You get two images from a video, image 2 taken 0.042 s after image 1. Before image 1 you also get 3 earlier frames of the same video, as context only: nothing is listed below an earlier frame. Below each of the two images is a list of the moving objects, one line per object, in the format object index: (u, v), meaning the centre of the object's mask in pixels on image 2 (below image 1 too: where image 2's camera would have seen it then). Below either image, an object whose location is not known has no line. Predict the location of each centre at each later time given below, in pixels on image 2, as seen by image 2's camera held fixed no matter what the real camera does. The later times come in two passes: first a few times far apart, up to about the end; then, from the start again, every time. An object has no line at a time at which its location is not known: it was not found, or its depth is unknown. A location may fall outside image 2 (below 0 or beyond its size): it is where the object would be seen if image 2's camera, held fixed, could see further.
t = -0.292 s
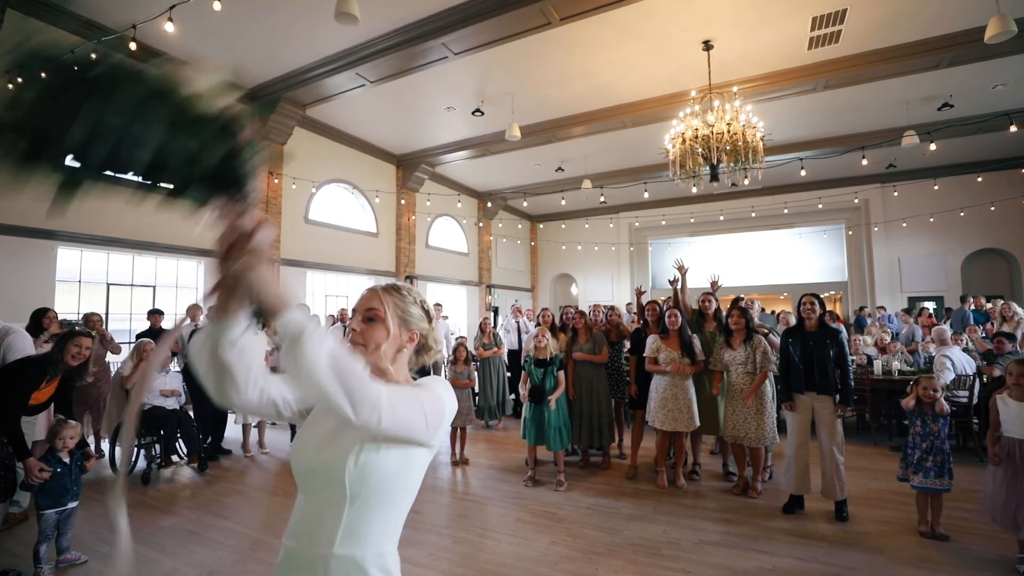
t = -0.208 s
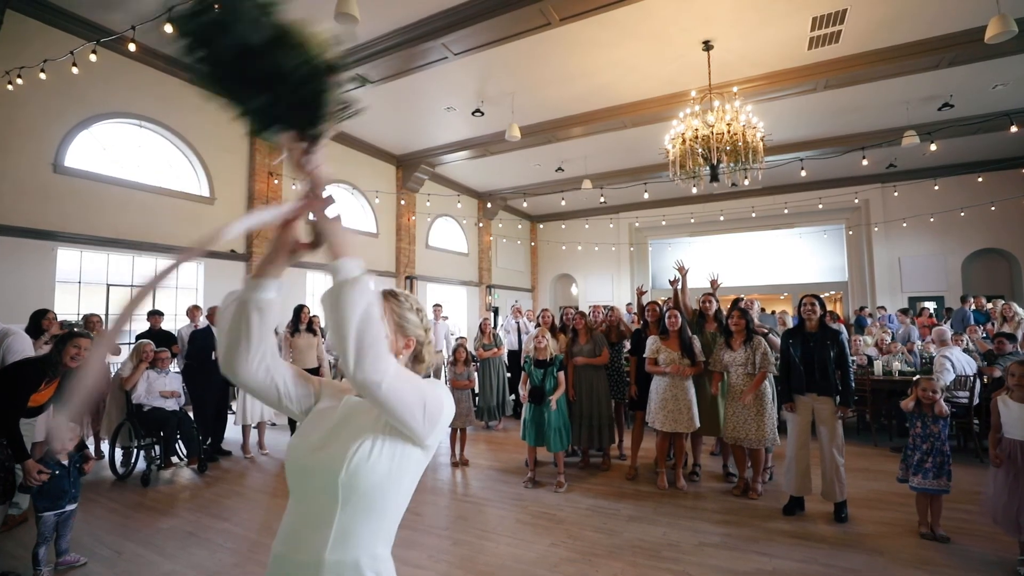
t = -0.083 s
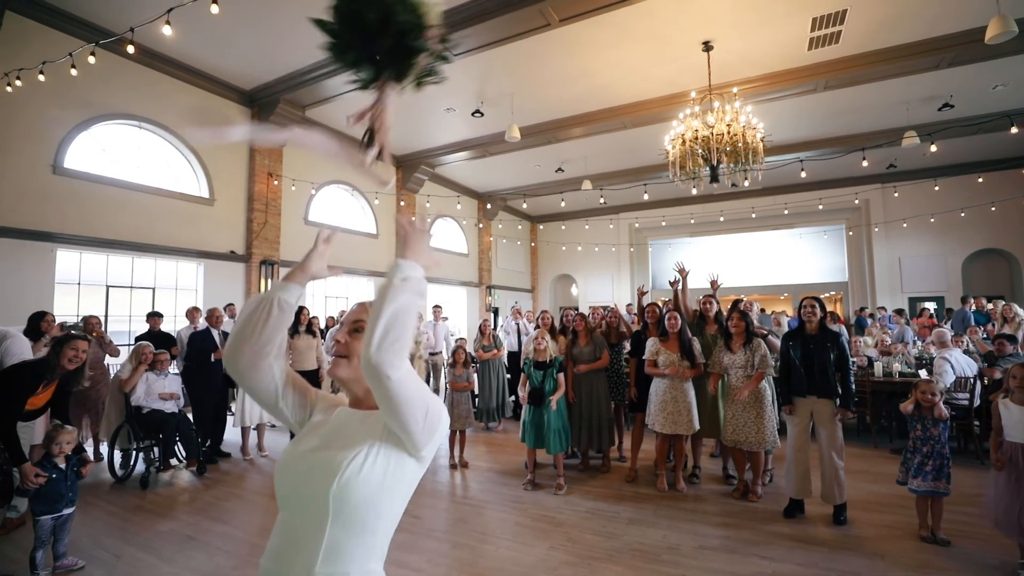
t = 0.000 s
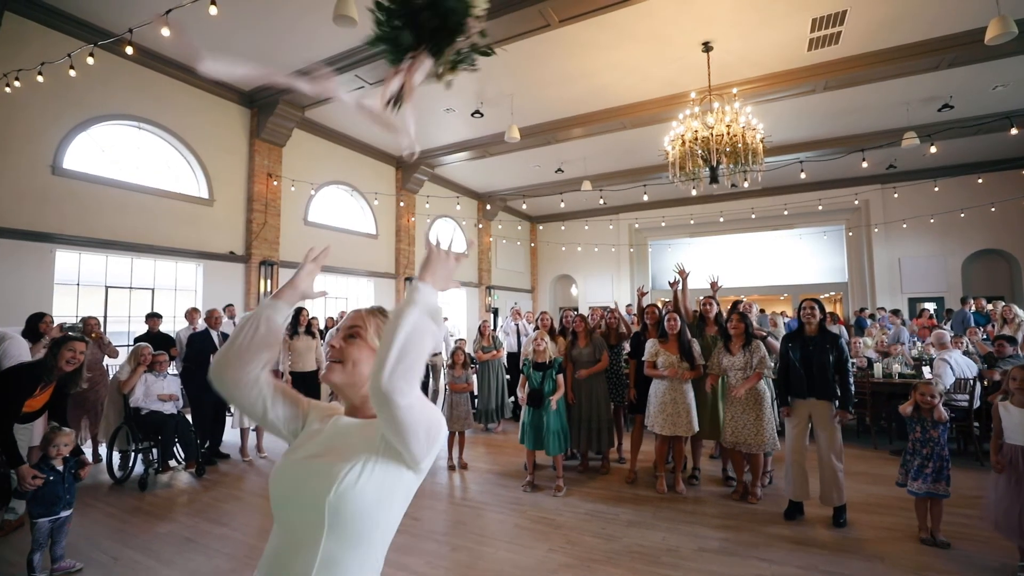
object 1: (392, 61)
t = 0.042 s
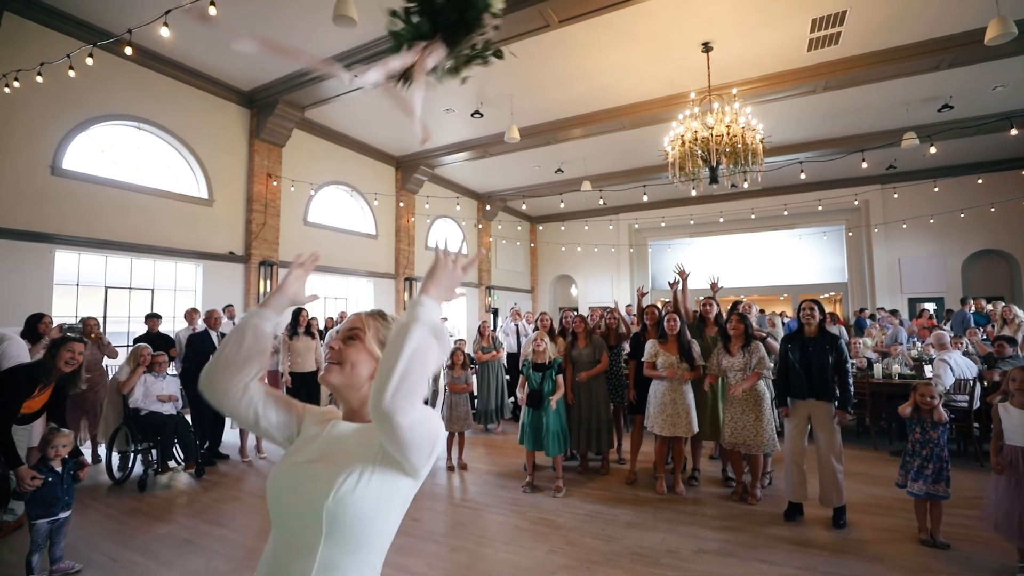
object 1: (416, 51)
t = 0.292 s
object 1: (513, 32)
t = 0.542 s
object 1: (566, 32)
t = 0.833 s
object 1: (598, 54)
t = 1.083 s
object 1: (611, 75)
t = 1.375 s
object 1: (629, 119)
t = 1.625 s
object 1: (643, 163)
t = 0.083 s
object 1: (451, 42)
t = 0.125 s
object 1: (466, 40)
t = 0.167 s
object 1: (464, 36)
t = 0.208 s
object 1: (492, 38)
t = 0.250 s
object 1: (509, 34)
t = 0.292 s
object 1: (513, 32)
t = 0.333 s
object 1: (525, 32)
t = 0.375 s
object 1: (535, 31)
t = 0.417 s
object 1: (545, 31)
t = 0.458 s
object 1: (555, 31)
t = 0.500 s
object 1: (561, 32)
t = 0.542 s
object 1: (566, 32)
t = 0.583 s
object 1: (571, 33)
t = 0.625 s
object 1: (576, 33)
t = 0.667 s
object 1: (581, 37)
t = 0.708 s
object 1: (585, 40)
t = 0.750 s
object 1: (589, 45)
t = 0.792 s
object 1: (594, 49)
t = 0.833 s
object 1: (598, 54)
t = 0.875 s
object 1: (601, 56)
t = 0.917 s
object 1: (603, 59)
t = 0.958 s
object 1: (604, 61)
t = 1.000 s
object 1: (607, 64)
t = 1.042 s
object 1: (609, 69)
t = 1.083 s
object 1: (611, 75)
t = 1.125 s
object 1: (615, 84)
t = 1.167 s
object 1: (618, 91)
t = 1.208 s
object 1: (623, 101)
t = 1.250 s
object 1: (625, 106)
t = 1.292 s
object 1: (624, 105)
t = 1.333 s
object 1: (630, 120)
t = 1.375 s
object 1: (629, 119)
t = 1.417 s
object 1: (631, 127)
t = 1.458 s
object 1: (633, 133)
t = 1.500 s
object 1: (635, 141)
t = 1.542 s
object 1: (637, 148)
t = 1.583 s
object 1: (641, 155)
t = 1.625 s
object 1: (643, 163)
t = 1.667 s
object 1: (644, 169)
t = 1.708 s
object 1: (645, 175)
